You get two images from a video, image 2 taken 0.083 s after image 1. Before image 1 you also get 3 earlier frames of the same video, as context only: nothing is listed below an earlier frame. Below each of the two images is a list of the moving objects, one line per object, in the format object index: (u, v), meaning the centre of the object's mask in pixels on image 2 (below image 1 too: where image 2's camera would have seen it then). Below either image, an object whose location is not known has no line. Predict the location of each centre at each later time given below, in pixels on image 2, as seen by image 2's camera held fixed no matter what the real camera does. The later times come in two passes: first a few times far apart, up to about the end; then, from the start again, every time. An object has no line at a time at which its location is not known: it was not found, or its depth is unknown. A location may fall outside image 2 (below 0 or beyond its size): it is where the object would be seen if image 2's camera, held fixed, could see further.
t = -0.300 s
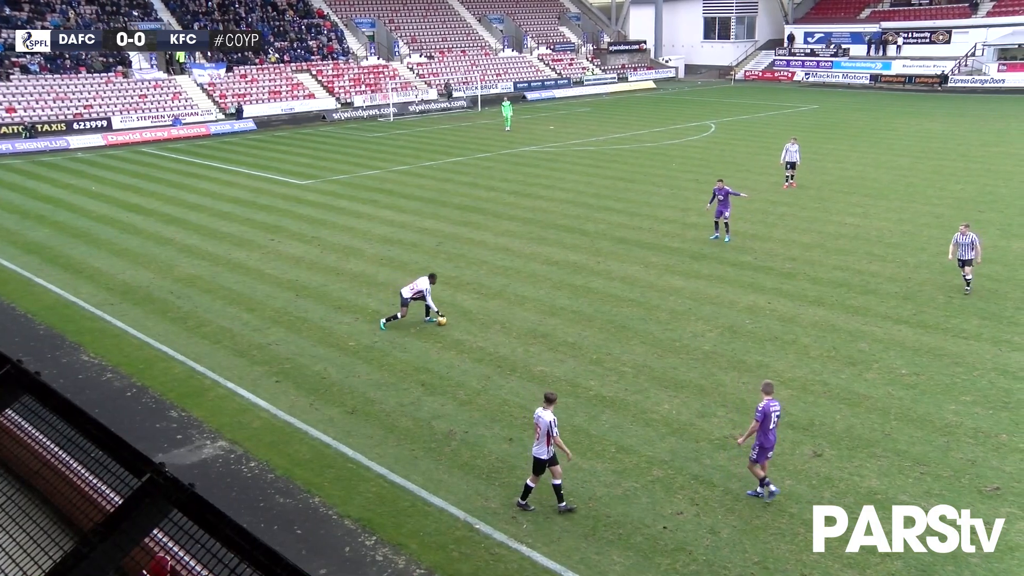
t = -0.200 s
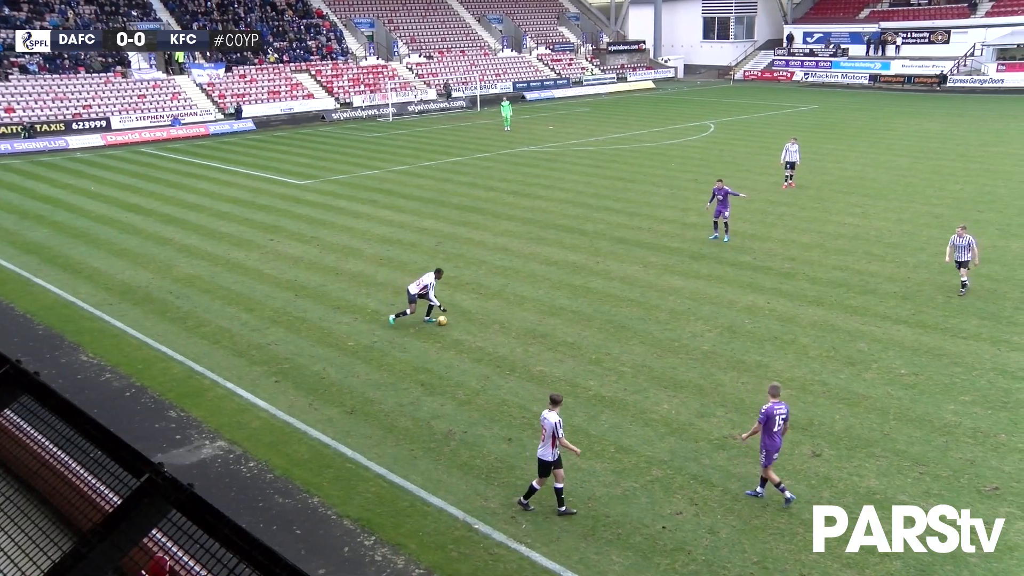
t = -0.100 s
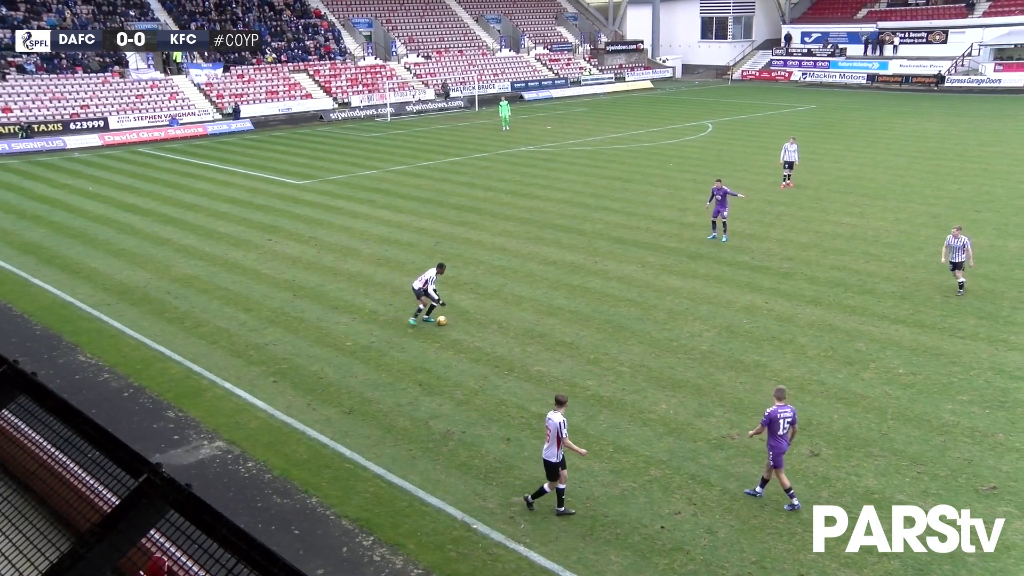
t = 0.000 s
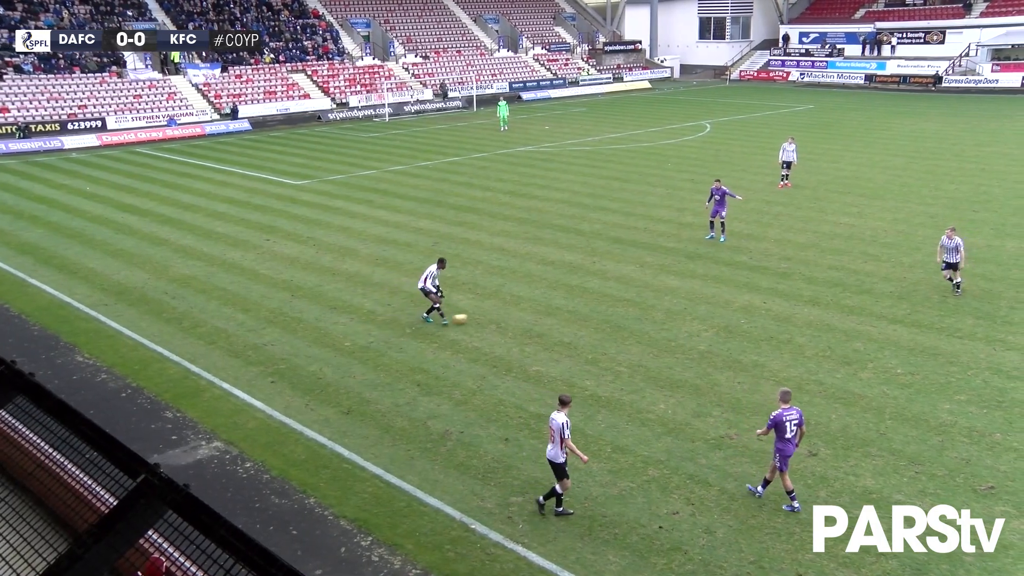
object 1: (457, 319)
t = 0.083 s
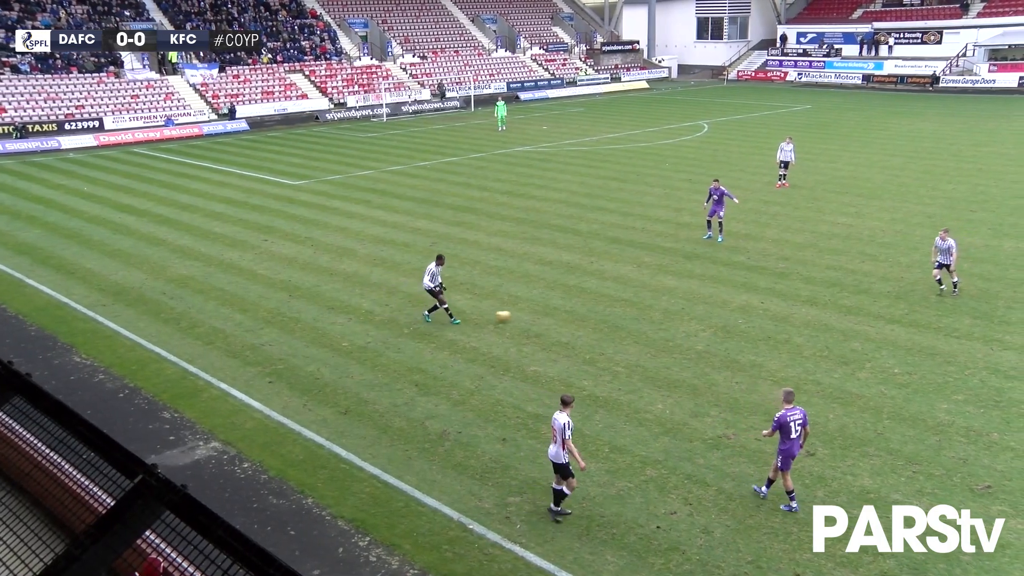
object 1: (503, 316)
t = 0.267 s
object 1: (594, 310)
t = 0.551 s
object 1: (707, 306)
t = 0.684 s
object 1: (748, 304)
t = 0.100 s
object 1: (512, 316)
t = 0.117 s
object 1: (520, 315)
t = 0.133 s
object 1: (530, 316)
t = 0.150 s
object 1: (538, 316)
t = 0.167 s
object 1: (548, 315)
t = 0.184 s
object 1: (555, 315)
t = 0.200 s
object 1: (563, 314)
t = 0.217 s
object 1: (570, 313)
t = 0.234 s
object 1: (578, 312)
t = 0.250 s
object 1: (586, 311)
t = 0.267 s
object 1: (594, 310)
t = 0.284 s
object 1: (601, 310)
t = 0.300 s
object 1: (608, 310)
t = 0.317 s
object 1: (616, 309)
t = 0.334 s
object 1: (623, 309)
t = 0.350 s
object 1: (630, 309)
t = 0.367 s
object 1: (637, 309)
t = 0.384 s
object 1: (644, 309)
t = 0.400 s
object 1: (651, 309)
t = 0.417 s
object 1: (658, 309)
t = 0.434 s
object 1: (664, 308)
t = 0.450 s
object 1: (670, 308)
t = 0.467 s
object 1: (677, 307)
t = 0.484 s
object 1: (682, 306)
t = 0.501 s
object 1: (688, 306)
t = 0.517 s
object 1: (695, 306)
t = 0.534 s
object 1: (701, 306)
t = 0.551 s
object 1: (707, 306)
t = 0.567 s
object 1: (712, 306)
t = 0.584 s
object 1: (718, 306)
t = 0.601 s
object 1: (724, 306)
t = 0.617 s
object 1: (729, 305)
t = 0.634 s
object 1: (734, 305)
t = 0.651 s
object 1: (739, 305)
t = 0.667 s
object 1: (743, 305)
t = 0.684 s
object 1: (748, 304)
